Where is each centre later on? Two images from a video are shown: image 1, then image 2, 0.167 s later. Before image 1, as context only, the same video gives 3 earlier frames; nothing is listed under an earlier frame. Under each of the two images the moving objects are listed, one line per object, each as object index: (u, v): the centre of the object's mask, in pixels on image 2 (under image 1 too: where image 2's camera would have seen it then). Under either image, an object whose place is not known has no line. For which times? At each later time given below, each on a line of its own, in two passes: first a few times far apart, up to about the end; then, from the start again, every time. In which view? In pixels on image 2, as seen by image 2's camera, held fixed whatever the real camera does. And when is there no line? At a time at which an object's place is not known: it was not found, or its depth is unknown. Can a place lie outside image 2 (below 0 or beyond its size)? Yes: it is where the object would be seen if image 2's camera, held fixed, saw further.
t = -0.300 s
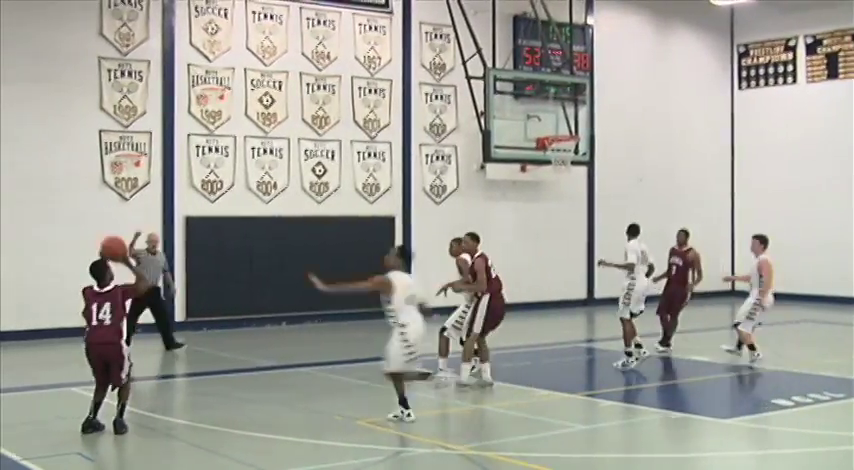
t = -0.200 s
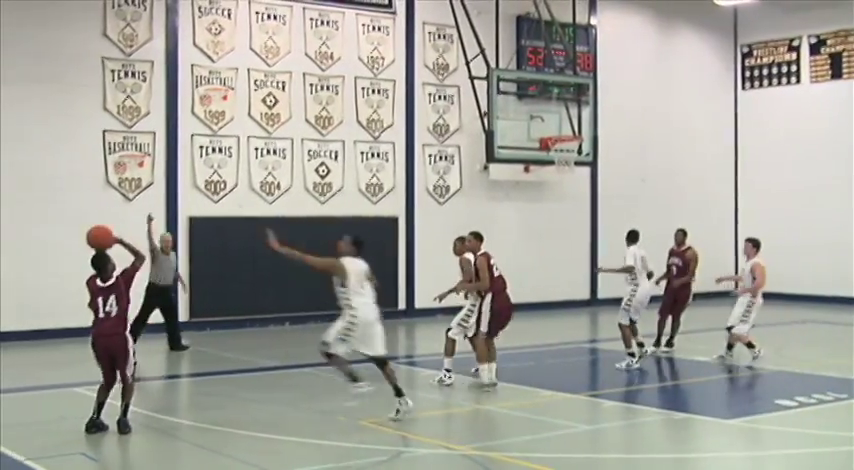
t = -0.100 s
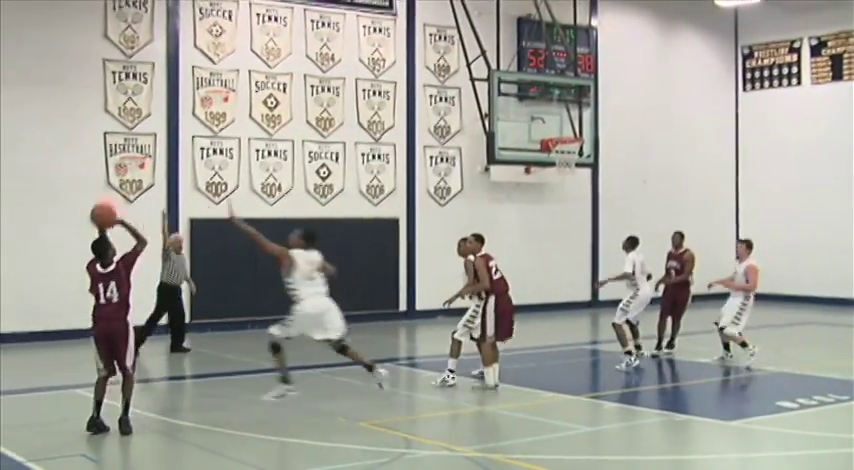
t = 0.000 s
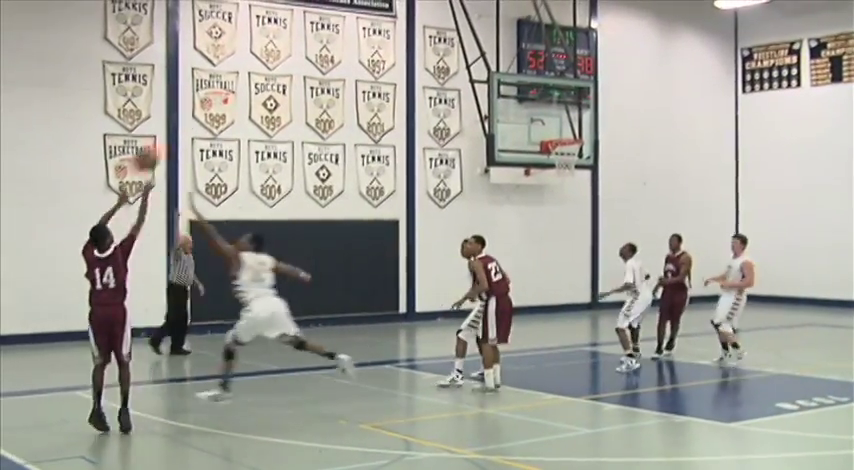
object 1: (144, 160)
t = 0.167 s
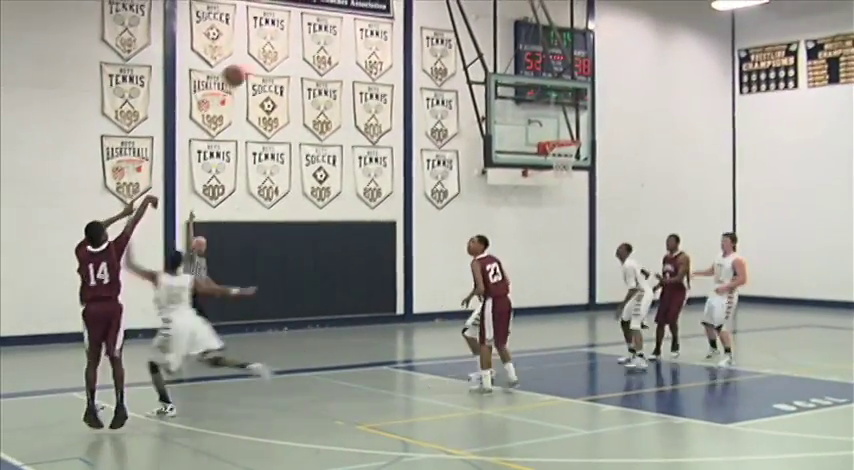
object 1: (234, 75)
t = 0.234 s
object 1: (266, 53)
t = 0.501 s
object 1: (381, 9)
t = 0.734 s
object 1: (459, 23)
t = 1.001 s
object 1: (539, 89)
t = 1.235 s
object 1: (591, 144)
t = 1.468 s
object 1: (635, 184)
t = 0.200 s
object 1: (250, 64)
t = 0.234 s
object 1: (266, 53)
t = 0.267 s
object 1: (282, 42)
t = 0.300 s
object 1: (297, 34)
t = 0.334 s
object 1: (312, 28)
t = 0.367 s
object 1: (326, 22)
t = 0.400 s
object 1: (340, 17)
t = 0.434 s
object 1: (354, 13)
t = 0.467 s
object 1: (367, 10)
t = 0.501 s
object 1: (381, 9)
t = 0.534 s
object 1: (392, 9)
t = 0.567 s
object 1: (405, 8)
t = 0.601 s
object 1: (416, 9)
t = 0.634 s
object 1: (426, 12)
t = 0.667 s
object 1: (437, 15)
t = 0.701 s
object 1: (448, 18)
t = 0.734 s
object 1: (459, 23)
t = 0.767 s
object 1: (470, 29)
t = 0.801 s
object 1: (480, 34)
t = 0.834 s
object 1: (489, 41)
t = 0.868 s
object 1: (500, 49)
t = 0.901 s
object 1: (510, 57)
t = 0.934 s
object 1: (519, 66)
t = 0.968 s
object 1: (527, 74)
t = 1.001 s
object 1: (539, 89)
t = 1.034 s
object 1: (545, 93)
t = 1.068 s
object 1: (554, 106)
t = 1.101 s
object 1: (561, 119)
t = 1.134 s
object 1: (571, 131)
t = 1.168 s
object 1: (578, 136)
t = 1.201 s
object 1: (585, 140)
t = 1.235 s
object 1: (591, 144)
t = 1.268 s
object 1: (597, 147)
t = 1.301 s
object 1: (604, 151)
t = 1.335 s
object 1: (610, 156)
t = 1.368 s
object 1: (616, 162)
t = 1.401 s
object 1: (623, 169)
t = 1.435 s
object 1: (629, 176)
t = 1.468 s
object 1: (635, 184)
